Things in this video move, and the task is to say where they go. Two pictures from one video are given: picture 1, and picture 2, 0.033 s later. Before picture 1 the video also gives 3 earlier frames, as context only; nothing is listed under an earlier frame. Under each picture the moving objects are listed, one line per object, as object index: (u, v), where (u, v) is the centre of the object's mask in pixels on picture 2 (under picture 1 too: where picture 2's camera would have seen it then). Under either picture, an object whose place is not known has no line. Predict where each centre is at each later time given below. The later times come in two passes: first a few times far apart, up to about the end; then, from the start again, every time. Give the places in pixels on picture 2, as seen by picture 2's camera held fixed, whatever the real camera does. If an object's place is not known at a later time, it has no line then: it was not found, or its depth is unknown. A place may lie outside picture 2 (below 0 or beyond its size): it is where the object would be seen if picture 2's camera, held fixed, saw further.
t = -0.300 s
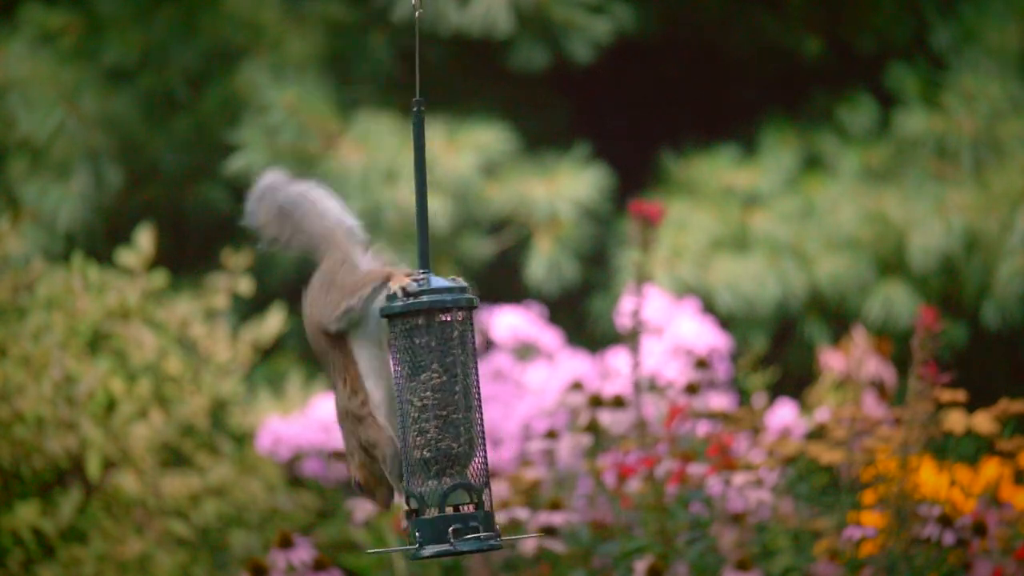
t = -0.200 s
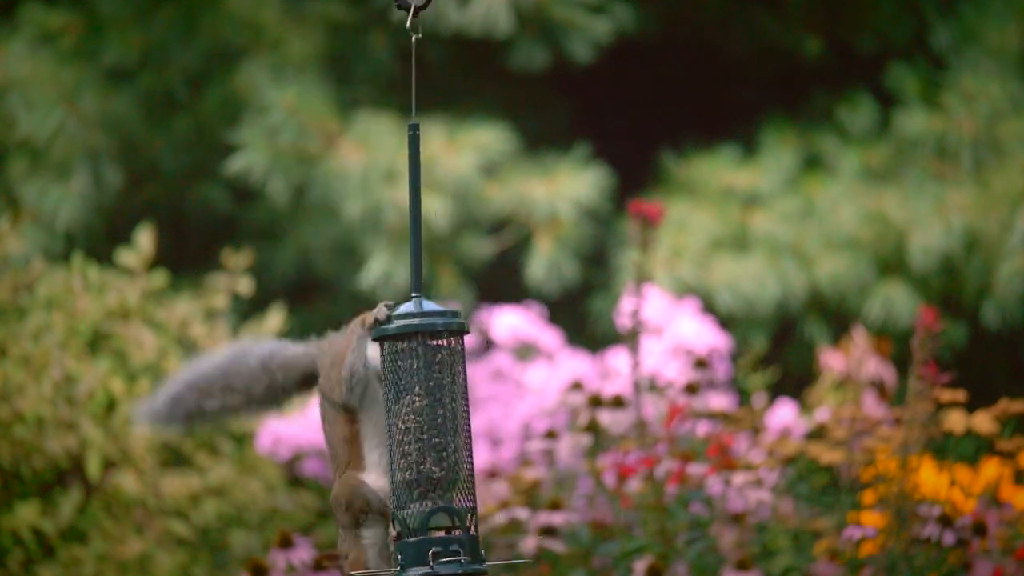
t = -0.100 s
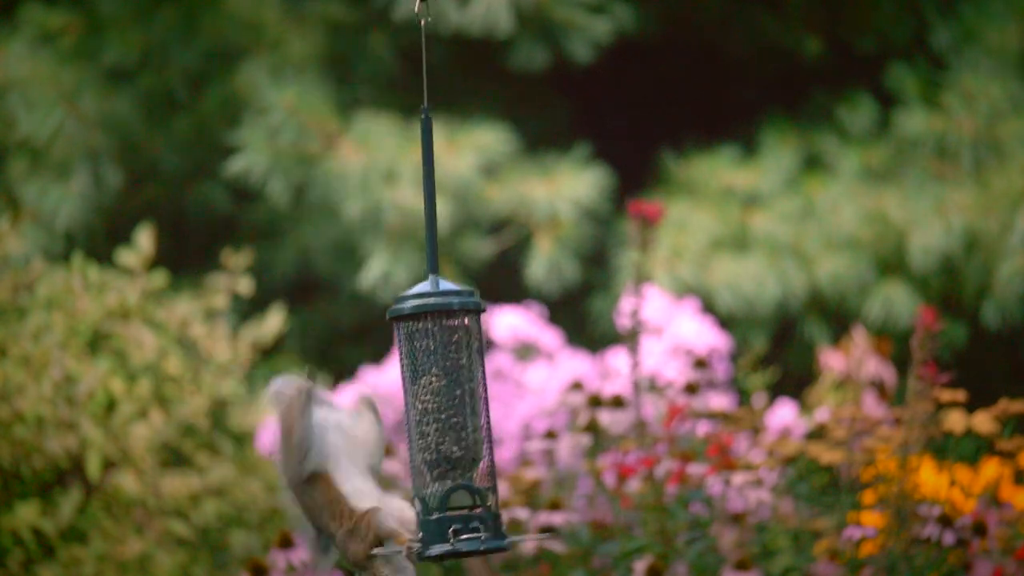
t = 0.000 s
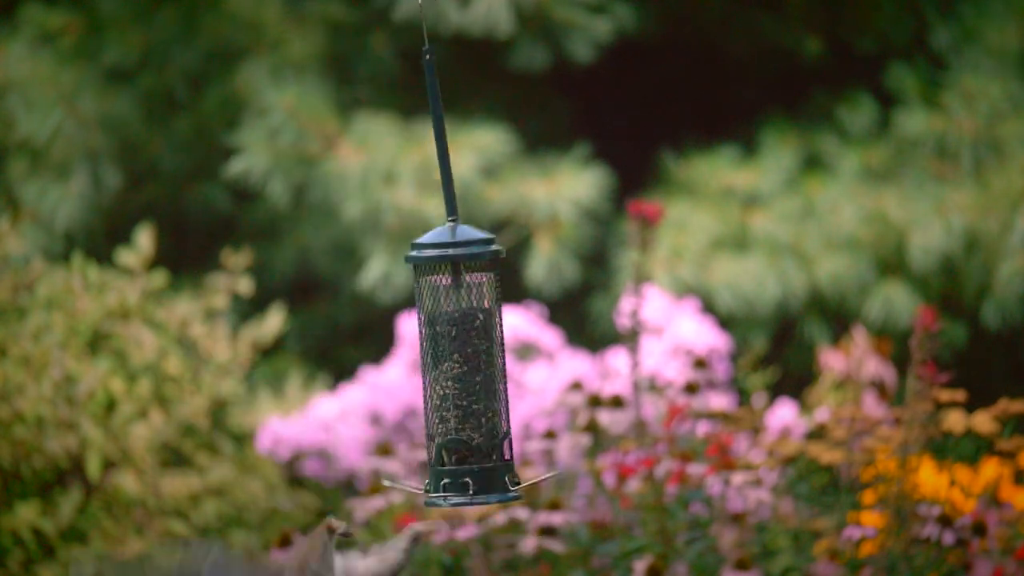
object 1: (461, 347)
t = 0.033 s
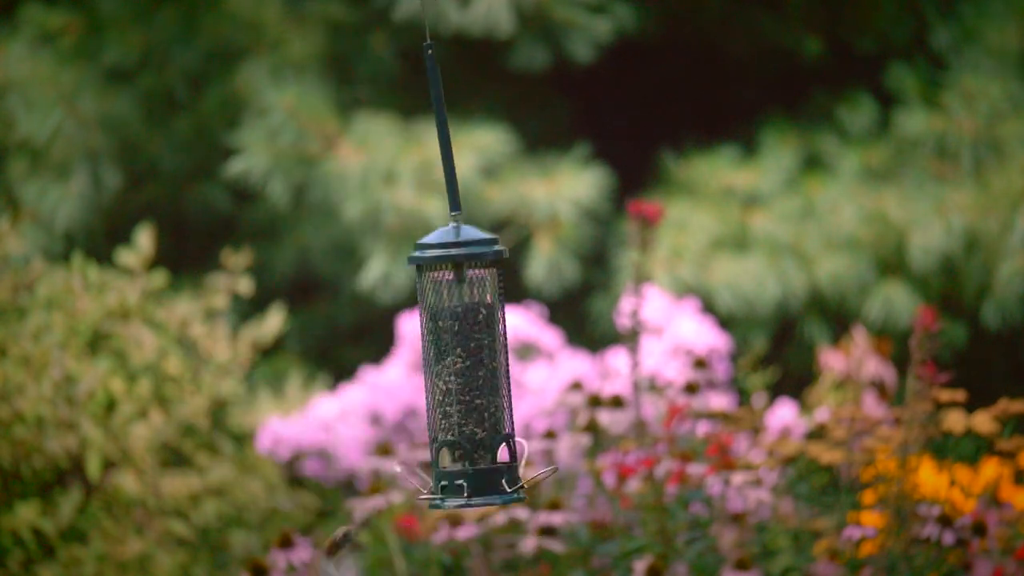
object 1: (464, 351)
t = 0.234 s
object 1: (456, 369)
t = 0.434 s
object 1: (419, 363)
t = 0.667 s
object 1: (380, 358)
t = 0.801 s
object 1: (377, 360)
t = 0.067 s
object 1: (463, 351)
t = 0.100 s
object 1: (463, 359)
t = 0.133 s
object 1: (465, 367)
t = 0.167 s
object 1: (463, 372)
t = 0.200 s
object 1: (460, 372)
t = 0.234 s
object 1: (456, 369)
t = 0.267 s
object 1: (452, 363)
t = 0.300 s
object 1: (446, 359)
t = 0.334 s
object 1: (439, 362)
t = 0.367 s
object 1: (433, 365)
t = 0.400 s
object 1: (426, 365)
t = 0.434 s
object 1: (419, 363)
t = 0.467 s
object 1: (411, 362)
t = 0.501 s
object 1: (404, 358)
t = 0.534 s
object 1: (398, 357)
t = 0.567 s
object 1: (393, 357)
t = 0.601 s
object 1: (388, 357)
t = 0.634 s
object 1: (384, 358)
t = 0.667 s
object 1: (380, 358)
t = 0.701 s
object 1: (377, 359)
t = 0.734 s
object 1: (377, 359)
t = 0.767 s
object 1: (377, 360)
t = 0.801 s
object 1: (377, 360)
